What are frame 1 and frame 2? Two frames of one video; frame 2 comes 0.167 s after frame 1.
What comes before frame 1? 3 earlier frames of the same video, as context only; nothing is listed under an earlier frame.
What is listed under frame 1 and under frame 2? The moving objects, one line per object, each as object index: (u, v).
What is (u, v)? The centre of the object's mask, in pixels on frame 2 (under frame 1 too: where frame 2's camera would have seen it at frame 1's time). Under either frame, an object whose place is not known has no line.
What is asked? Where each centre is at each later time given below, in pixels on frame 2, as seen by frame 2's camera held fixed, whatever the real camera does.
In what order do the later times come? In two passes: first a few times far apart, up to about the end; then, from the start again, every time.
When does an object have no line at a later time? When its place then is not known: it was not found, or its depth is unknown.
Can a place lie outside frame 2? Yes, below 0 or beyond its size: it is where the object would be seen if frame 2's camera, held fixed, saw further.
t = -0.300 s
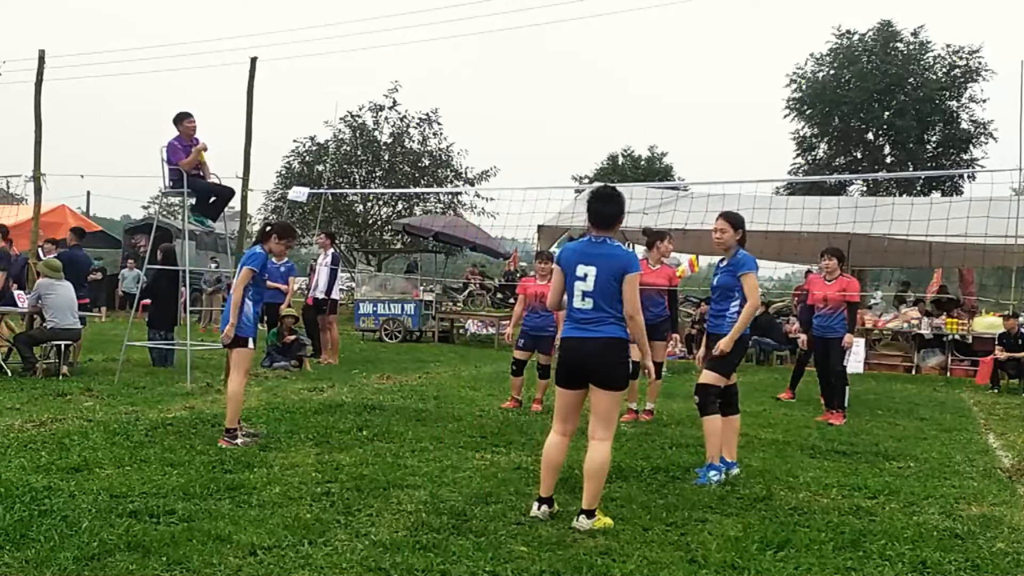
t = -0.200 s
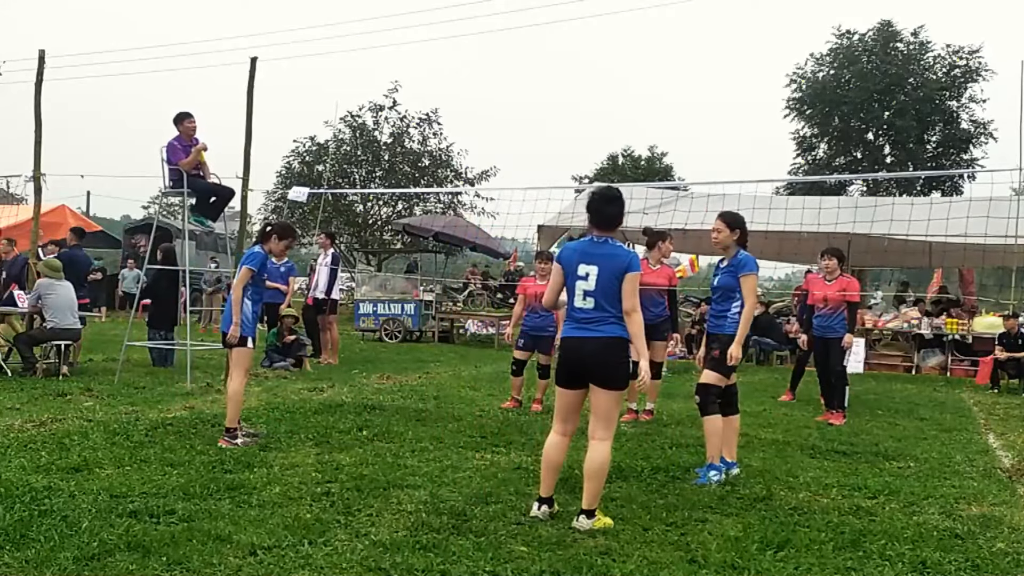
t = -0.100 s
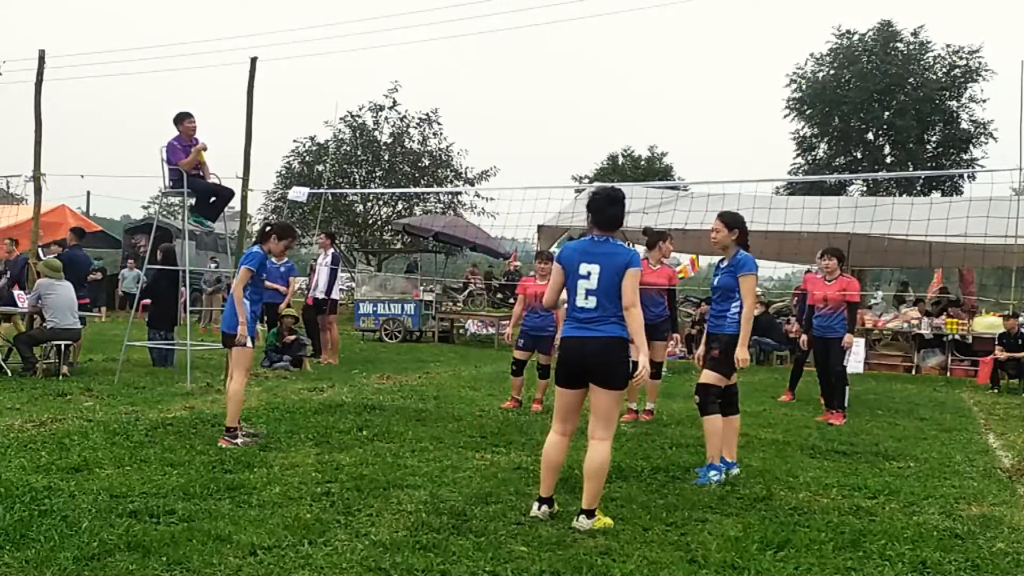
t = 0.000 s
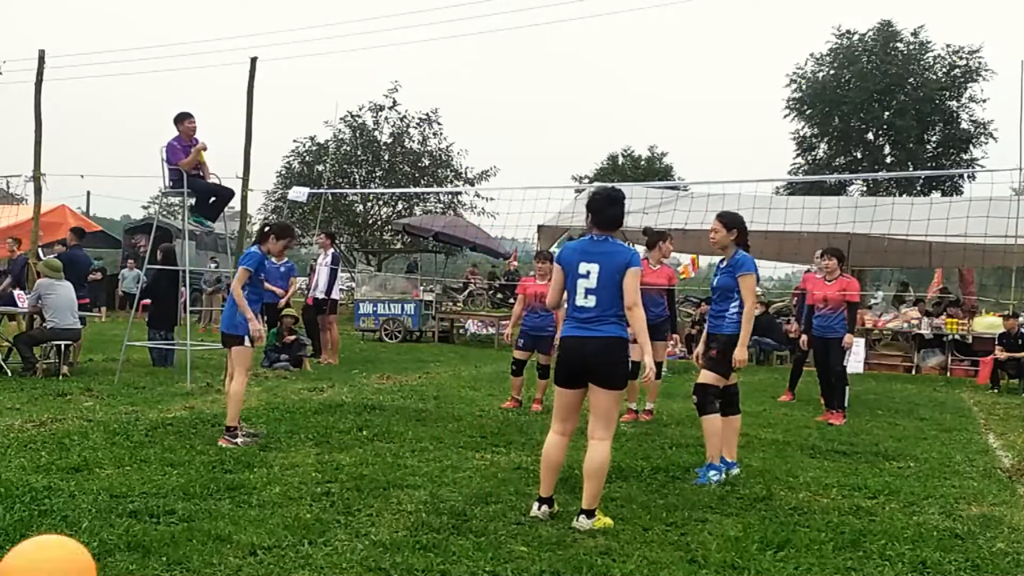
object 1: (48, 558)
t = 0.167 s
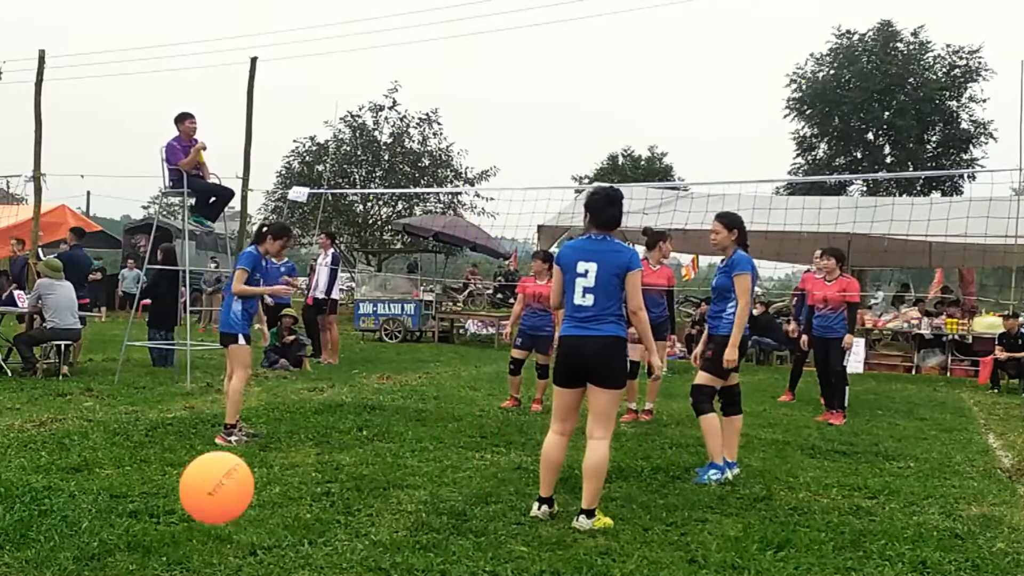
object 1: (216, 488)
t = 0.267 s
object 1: (282, 487)
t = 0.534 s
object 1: (400, 452)
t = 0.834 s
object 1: (482, 460)
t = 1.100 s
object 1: (529, 425)
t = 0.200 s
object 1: (240, 484)
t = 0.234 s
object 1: (261, 483)
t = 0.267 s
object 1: (282, 487)
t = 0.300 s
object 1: (299, 494)
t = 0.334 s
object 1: (315, 502)
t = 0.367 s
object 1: (330, 512)
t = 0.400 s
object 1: (346, 516)
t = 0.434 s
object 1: (361, 495)
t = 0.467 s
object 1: (374, 478)
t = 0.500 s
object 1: (387, 463)
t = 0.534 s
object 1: (400, 452)
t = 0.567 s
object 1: (412, 445)
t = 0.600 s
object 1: (423, 440)
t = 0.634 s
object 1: (432, 437)
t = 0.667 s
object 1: (442, 435)
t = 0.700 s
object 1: (451, 437)
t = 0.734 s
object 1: (460, 442)
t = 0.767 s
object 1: (467, 447)
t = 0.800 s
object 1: (475, 454)
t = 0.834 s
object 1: (482, 460)
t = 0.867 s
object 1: (489, 451)
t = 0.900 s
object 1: (496, 442)
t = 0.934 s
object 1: (502, 434)
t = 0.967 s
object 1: (508, 429)
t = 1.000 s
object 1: (514, 425)
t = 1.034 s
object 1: (520, 424)
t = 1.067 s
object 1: (525, 424)
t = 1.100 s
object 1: (529, 425)
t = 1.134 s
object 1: (534, 428)
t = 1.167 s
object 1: (536, 432)
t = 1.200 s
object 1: (540, 430)
